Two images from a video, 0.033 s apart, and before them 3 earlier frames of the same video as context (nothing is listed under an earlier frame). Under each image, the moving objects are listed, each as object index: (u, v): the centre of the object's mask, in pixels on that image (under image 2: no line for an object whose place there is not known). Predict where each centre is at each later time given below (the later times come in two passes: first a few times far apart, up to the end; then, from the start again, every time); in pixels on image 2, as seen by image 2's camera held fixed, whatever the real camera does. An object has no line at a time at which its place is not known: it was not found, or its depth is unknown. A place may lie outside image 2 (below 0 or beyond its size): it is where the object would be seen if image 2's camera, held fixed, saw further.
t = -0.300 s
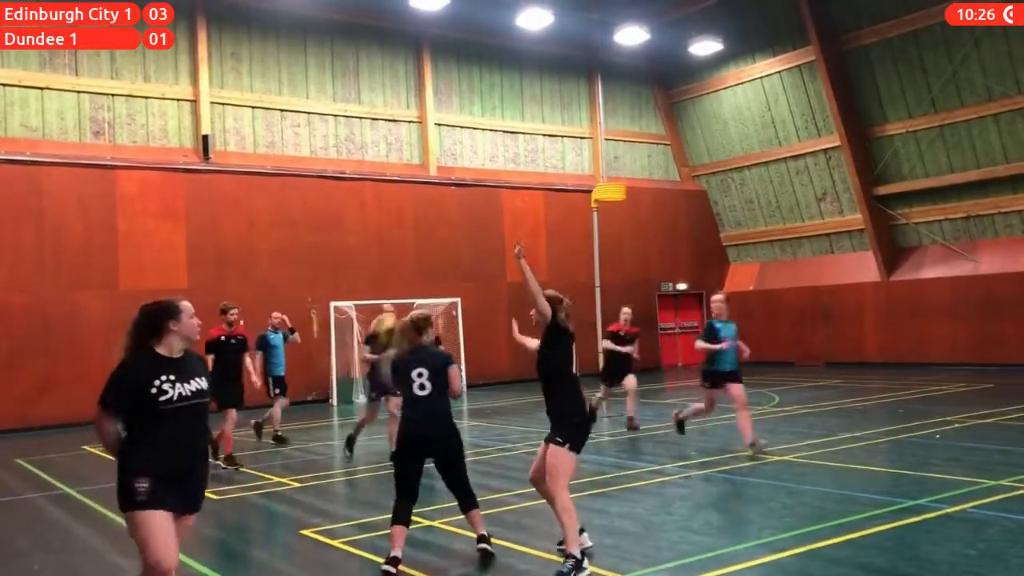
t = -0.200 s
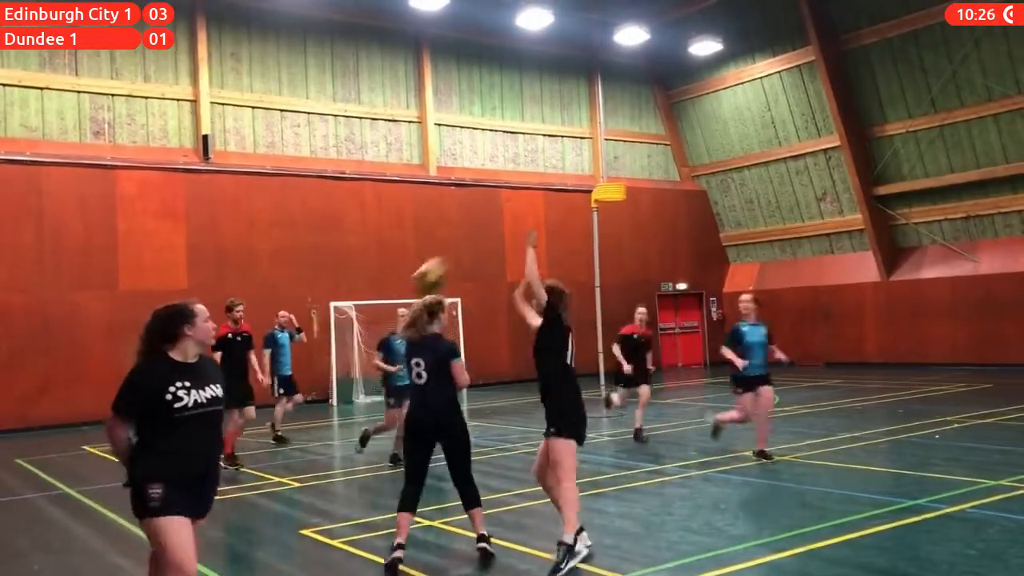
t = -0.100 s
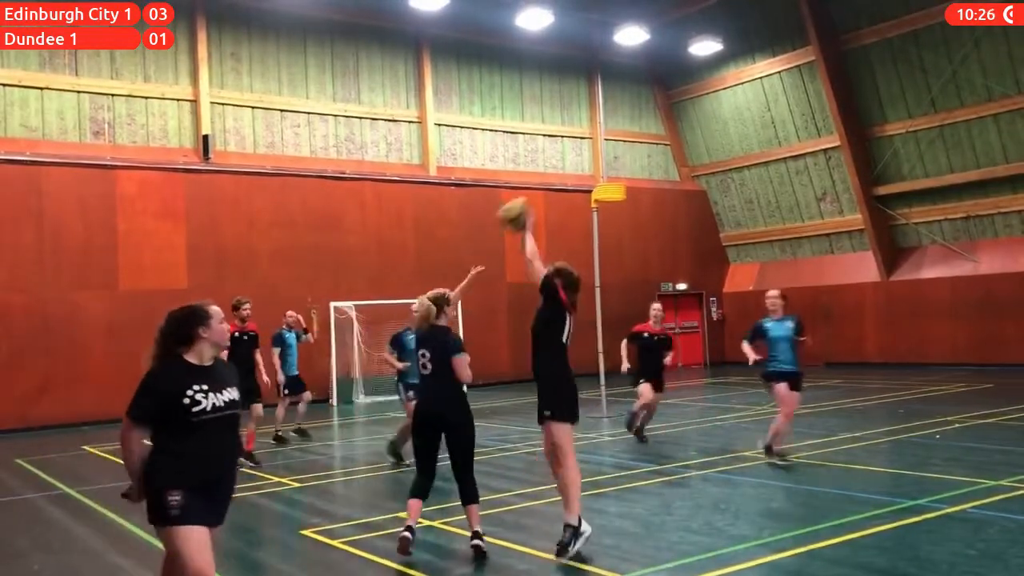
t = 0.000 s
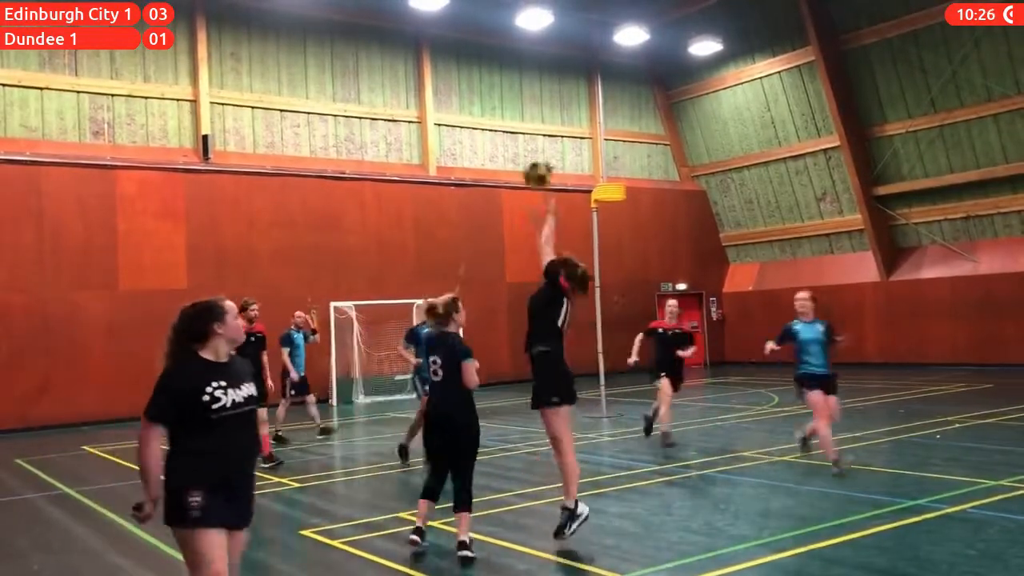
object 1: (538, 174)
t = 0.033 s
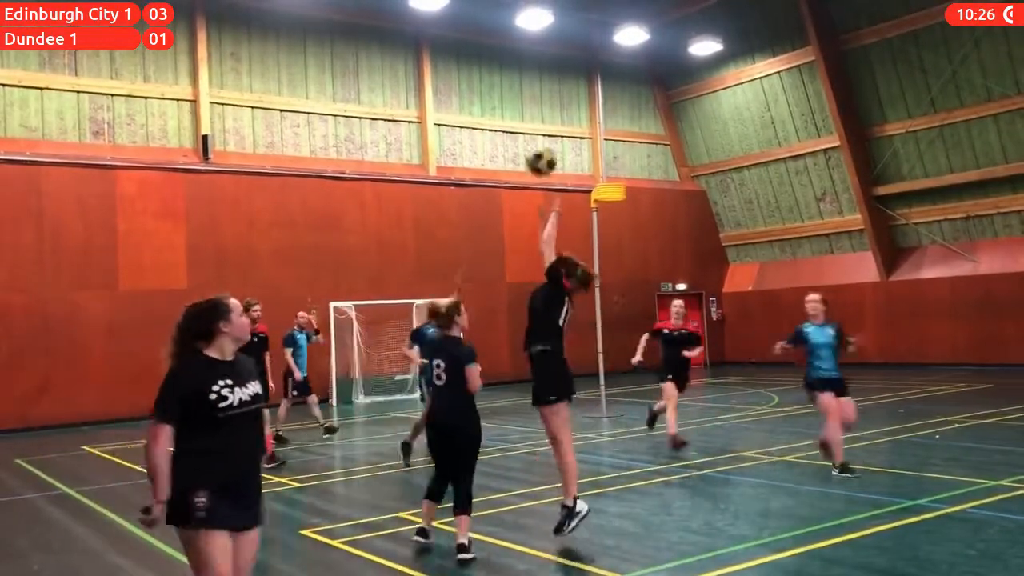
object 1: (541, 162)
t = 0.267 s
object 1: (569, 129)
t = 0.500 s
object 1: (596, 165)
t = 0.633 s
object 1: (609, 208)
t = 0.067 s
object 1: (546, 154)
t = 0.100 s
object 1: (550, 145)
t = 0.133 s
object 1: (553, 140)
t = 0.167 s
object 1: (557, 135)
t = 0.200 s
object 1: (560, 131)
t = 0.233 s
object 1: (564, 129)
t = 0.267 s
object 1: (569, 129)
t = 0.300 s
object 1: (572, 130)
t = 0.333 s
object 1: (576, 133)
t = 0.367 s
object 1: (580, 137)
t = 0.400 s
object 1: (584, 144)
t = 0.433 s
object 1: (587, 148)
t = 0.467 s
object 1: (591, 157)
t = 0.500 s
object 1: (596, 165)
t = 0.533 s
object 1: (599, 173)
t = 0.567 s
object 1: (602, 182)
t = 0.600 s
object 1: (606, 195)
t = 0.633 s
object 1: (609, 208)
